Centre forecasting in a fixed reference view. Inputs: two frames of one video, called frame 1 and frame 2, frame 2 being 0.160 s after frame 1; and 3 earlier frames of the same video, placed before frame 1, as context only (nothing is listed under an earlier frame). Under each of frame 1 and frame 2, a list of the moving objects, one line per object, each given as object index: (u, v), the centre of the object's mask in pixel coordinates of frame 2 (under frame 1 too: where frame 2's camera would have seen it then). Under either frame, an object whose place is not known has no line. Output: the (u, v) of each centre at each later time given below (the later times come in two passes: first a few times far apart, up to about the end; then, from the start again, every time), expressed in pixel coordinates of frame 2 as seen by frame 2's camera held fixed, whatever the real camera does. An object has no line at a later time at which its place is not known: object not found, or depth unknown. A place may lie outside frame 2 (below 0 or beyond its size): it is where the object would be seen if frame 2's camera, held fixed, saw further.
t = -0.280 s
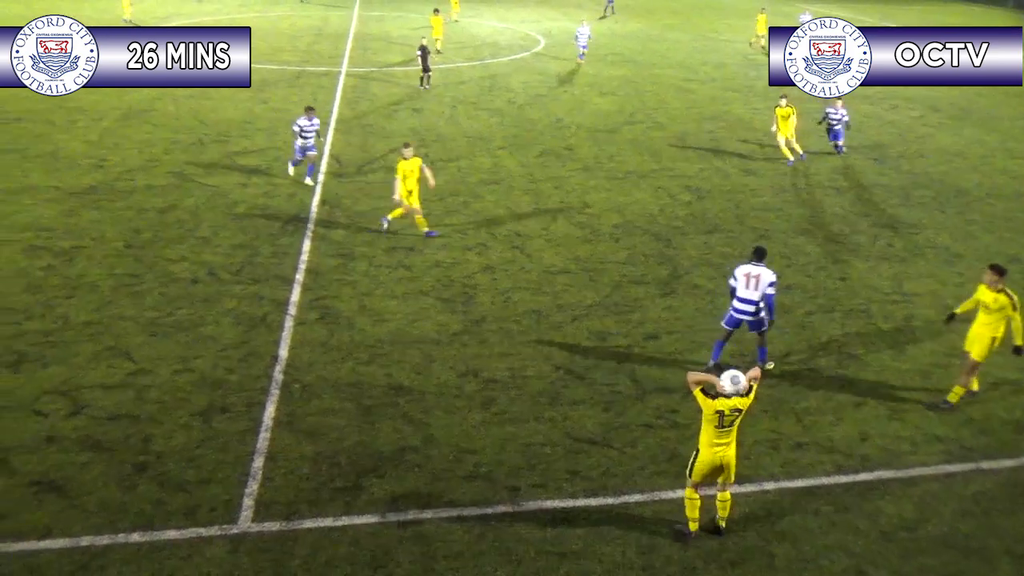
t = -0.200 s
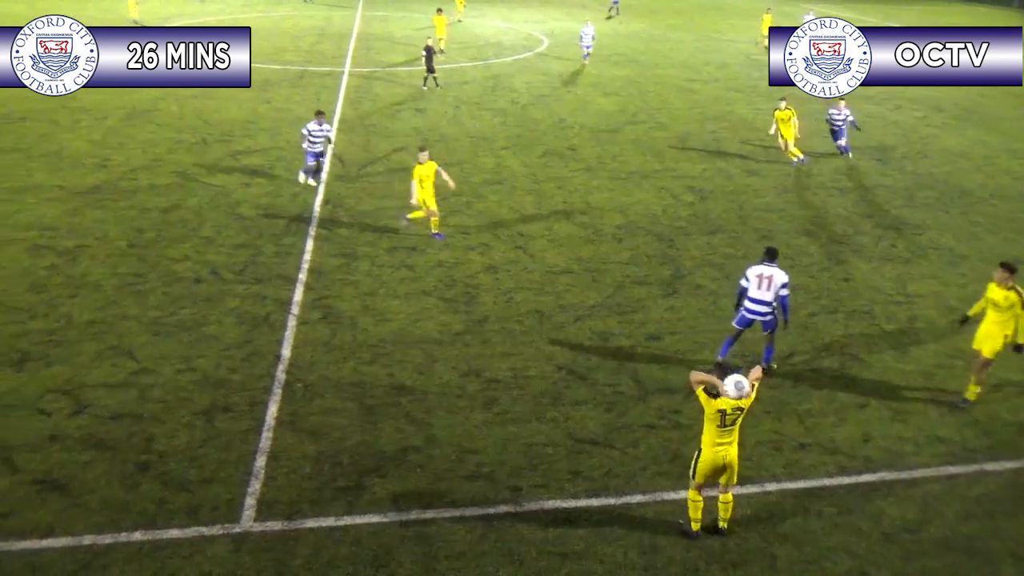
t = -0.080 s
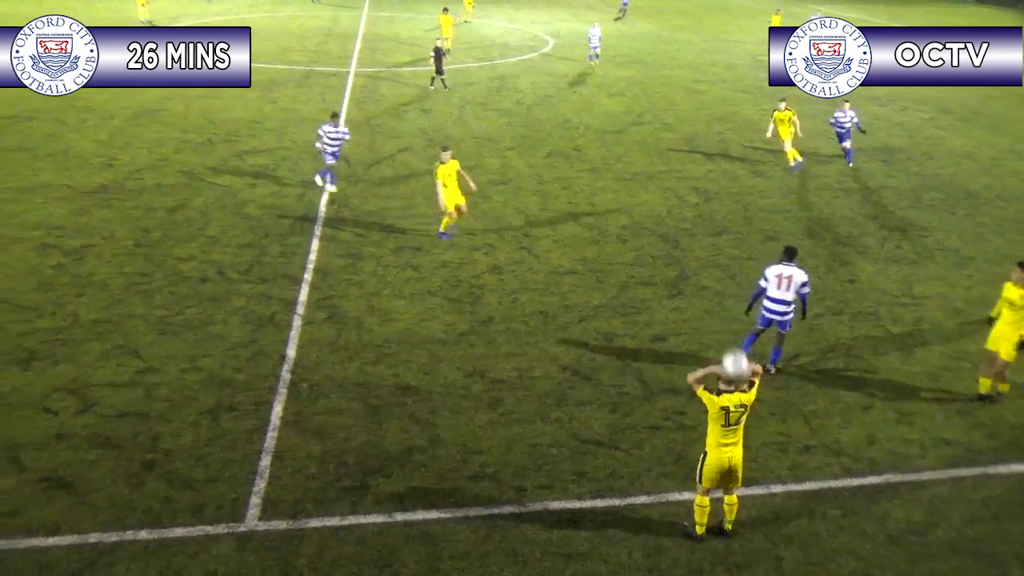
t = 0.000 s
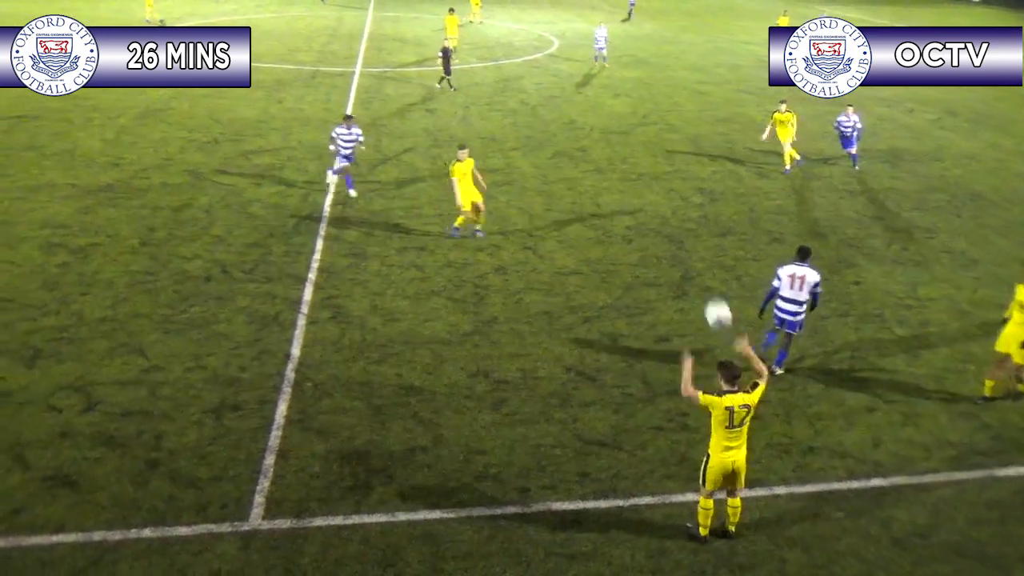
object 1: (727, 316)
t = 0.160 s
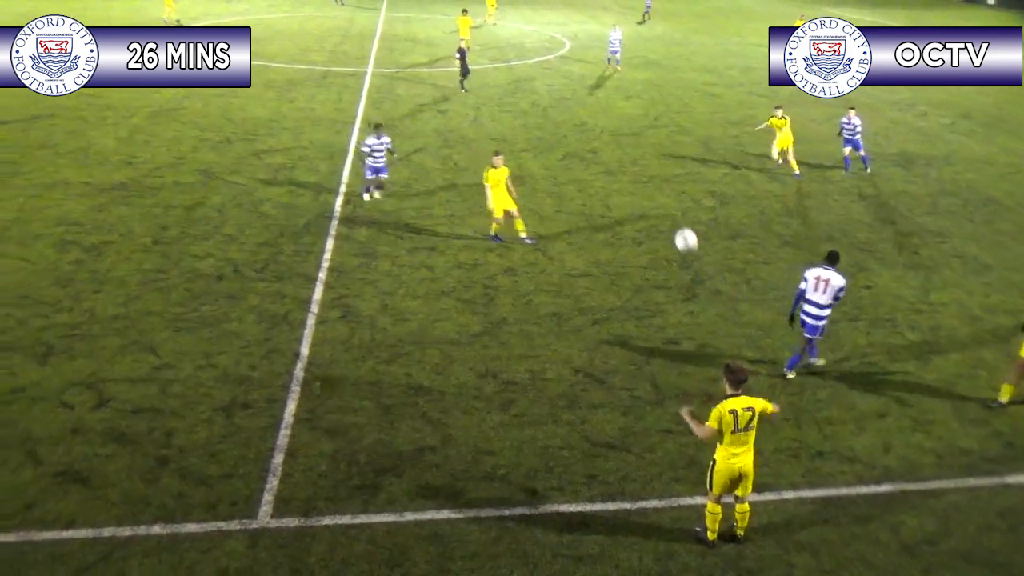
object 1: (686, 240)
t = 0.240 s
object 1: (669, 216)
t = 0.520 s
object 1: (622, 188)
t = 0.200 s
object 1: (677, 227)
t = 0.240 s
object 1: (669, 216)
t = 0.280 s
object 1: (661, 207)
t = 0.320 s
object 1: (653, 201)
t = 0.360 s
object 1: (646, 195)
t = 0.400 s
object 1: (639, 191)
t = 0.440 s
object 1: (633, 189)
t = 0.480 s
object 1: (627, 188)
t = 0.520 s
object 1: (622, 188)
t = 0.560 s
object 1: (617, 189)
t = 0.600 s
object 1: (612, 192)
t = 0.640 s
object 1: (608, 195)
